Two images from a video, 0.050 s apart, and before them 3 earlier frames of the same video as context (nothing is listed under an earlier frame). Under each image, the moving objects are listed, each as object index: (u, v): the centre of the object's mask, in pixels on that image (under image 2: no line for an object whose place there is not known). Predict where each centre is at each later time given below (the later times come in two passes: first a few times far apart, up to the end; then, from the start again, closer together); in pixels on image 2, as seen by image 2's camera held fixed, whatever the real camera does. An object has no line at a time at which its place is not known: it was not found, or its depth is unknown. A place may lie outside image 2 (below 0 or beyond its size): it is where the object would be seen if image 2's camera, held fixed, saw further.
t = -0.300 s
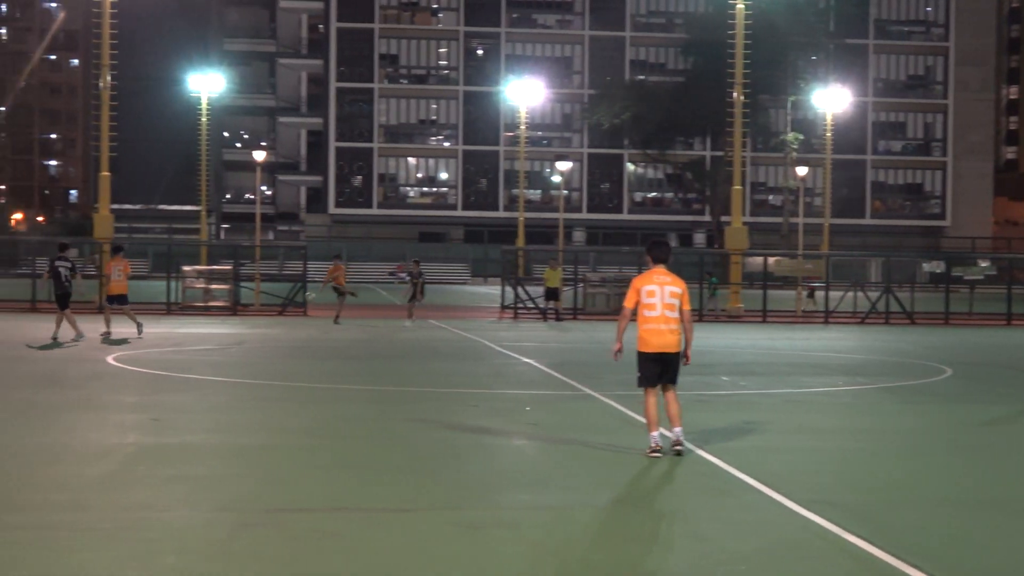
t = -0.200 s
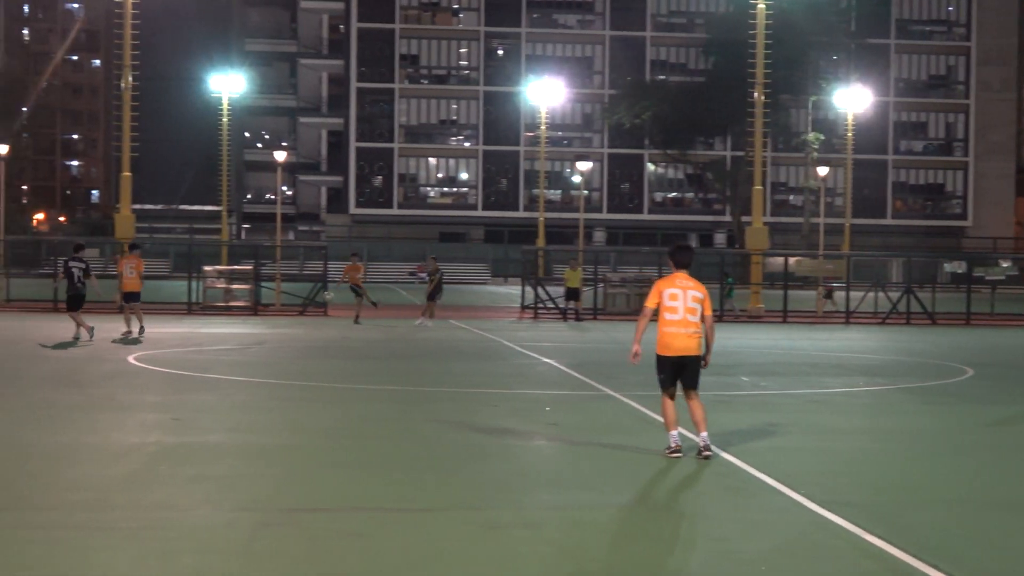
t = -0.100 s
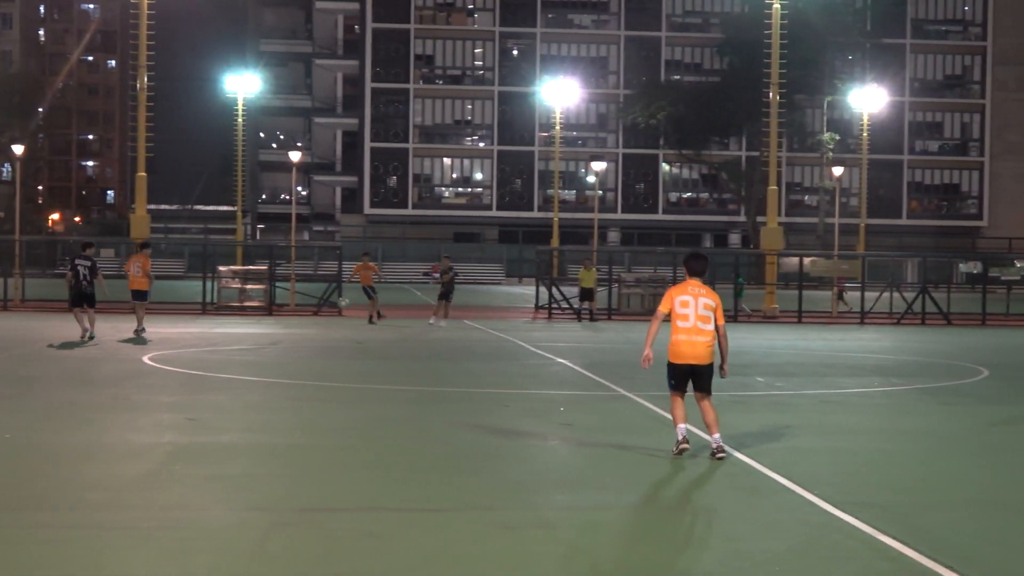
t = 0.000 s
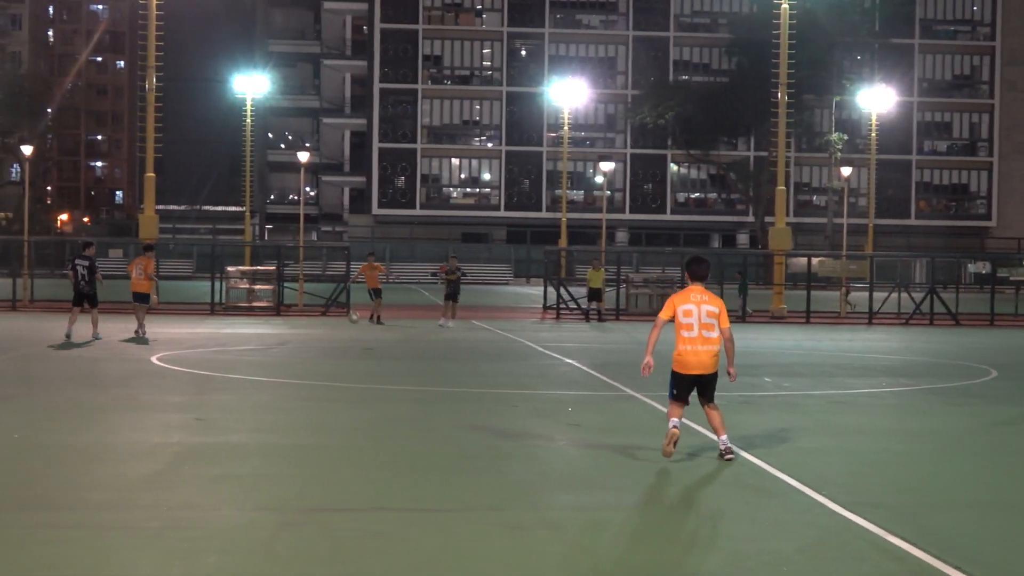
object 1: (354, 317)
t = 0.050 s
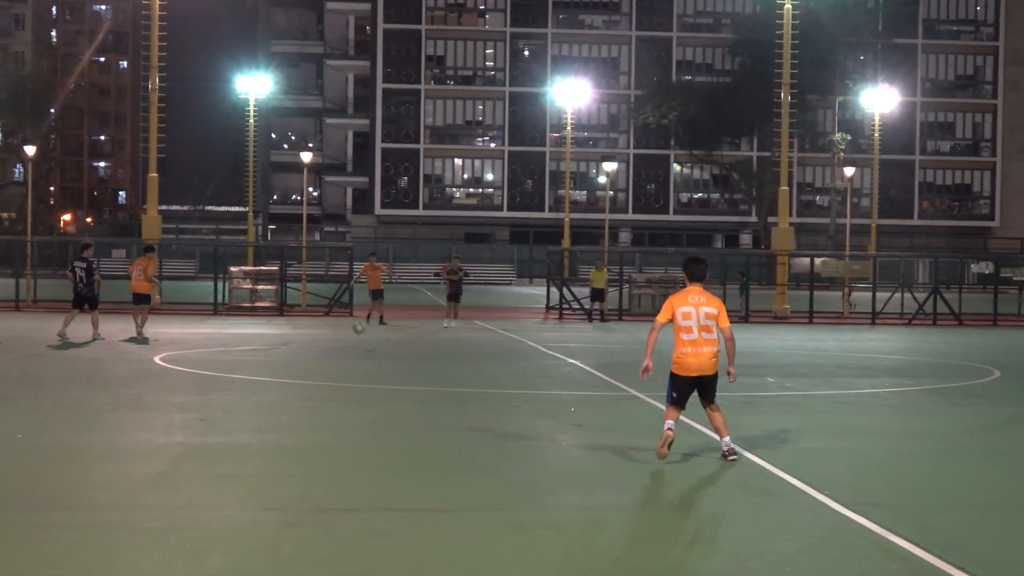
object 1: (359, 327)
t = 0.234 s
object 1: (371, 332)
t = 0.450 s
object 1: (391, 326)
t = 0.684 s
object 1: (417, 368)
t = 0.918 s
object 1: (448, 362)
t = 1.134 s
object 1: (481, 385)
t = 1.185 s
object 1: (490, 400)
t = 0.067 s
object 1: (360, 331)
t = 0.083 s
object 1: (361, 336)
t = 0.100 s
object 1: (362, 340)
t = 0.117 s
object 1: (364, 346)
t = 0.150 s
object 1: (366, 343)
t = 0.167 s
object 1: (366, 341)
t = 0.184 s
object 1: (368, 339)
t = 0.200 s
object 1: (369, 336)
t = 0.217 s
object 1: (370, 333)
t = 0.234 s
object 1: (371, 332)
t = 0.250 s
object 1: (373, 330)
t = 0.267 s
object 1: (374, 328)
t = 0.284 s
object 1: (376, 327)
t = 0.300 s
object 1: (377, 326)
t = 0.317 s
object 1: (379, 325)
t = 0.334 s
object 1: (380, 324)
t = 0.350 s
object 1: (382, 323)
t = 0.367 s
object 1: (383, 323)
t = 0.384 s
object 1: (385, 323)
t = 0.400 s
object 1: (386, 323)
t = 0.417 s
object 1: (388, 324)
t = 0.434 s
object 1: (390, 324)
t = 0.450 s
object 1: (391, 326)
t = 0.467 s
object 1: (393, 327)
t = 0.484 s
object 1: (395, 328)
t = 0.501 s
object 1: (396, 329)
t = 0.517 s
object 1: (398, 332)
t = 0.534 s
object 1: (400, 334)
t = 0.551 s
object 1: (401, 337)
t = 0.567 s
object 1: (402, 340)
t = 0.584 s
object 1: (405, 343)
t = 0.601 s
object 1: (407, 347)
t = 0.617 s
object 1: (409, 350)
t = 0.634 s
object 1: (411, 355)
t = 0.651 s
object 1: (413, 359)
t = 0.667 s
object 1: (415, 363)
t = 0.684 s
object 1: (417, 368)
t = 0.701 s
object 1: (420, 374)
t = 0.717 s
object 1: (422, 381)
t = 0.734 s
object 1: (424, 381)
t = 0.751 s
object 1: (427, 378)
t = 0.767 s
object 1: (429, 375)
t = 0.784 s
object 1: (430, 372)
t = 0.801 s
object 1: (432, 370)
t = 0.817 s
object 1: (434, 368)
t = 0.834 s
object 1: (437, 366)
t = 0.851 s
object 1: (439, 365)
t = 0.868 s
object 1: (441, 364)
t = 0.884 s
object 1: (443, 363)
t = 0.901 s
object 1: (445, 362)
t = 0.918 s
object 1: (448, 362)
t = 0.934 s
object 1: (450, 361)
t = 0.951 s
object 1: (453, 361)
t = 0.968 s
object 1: (455, 362)
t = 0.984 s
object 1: (457, 362)
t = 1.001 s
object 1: (460, 364)
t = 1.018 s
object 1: (463, 365)
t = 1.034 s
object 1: (465, 367)
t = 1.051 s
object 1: (468, 369)
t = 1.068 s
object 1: (470, 371)
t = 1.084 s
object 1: (473, 374)
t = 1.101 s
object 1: (476, 377)
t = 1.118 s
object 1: (479, 381)
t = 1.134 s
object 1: (481, 385)
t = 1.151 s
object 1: (484, 389)
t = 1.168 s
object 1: (487, 394)
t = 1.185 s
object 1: (490, 400)
